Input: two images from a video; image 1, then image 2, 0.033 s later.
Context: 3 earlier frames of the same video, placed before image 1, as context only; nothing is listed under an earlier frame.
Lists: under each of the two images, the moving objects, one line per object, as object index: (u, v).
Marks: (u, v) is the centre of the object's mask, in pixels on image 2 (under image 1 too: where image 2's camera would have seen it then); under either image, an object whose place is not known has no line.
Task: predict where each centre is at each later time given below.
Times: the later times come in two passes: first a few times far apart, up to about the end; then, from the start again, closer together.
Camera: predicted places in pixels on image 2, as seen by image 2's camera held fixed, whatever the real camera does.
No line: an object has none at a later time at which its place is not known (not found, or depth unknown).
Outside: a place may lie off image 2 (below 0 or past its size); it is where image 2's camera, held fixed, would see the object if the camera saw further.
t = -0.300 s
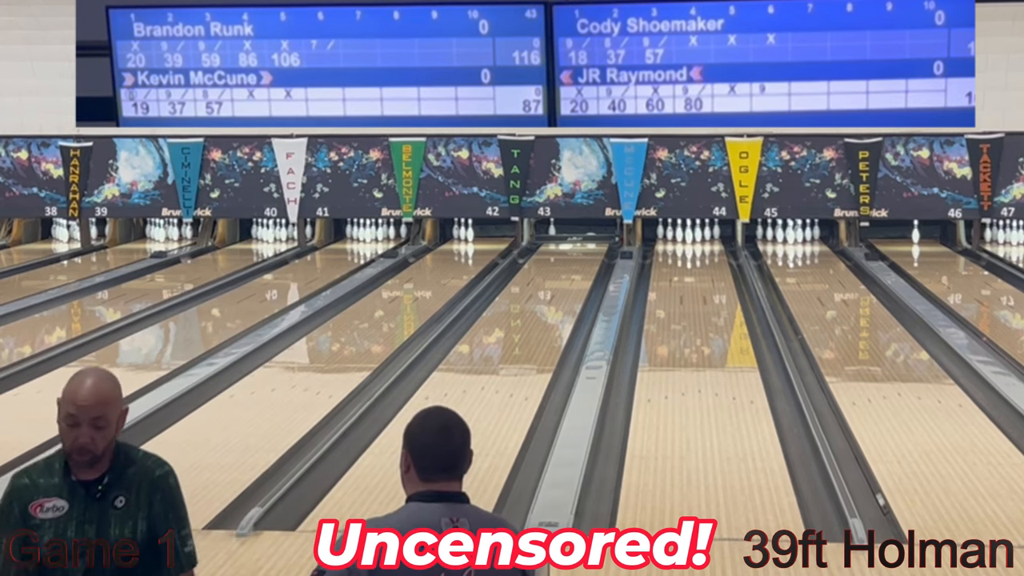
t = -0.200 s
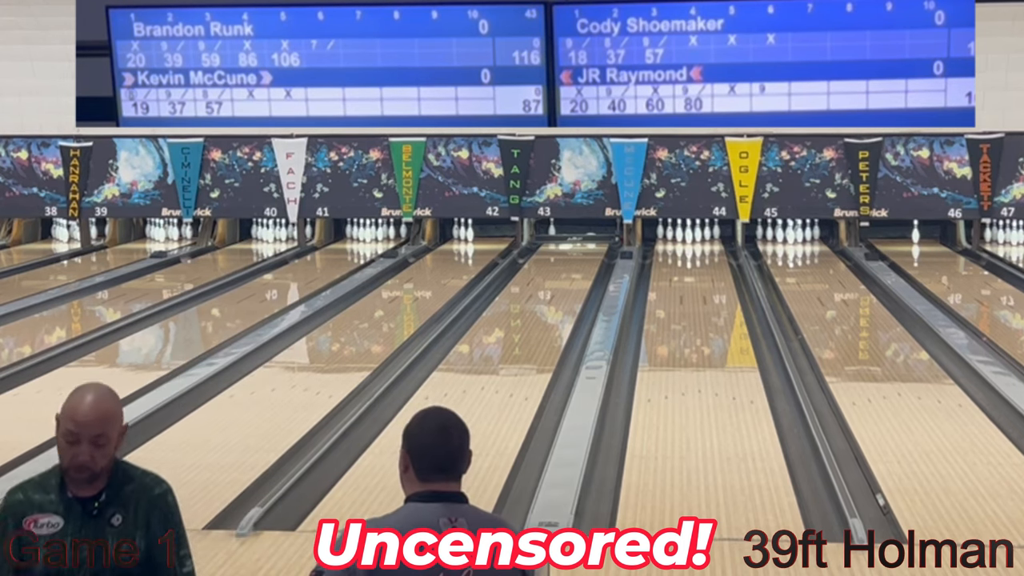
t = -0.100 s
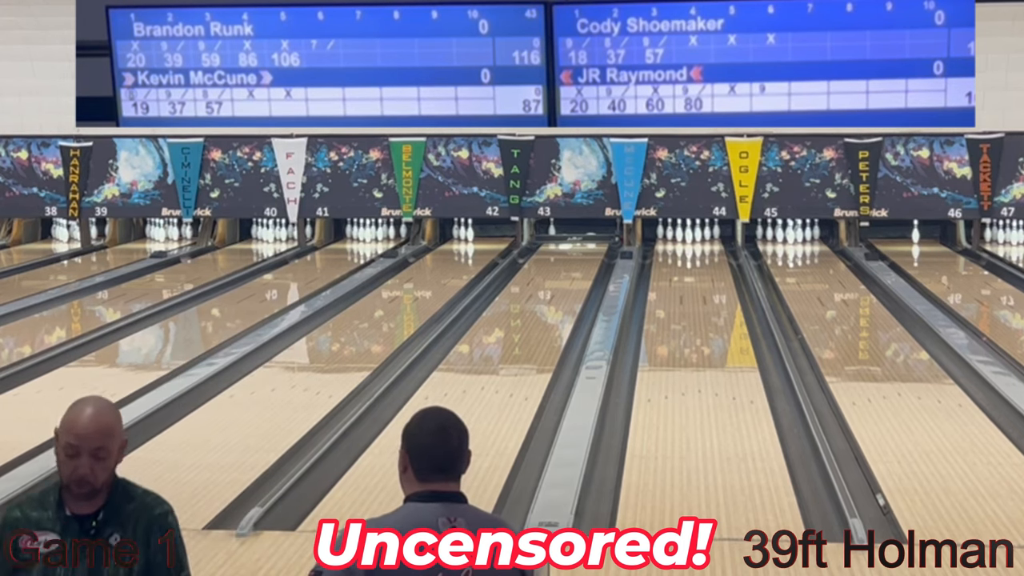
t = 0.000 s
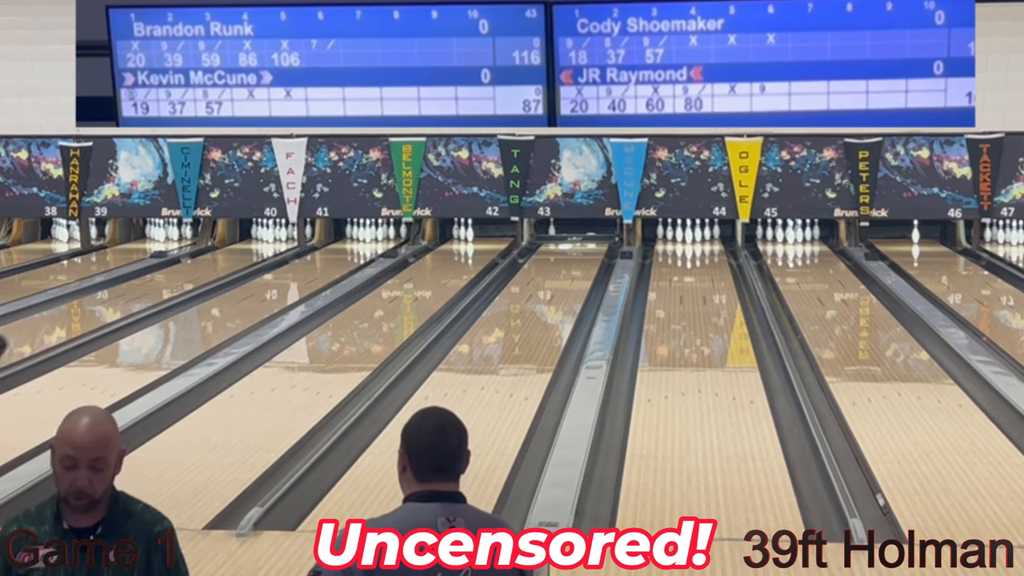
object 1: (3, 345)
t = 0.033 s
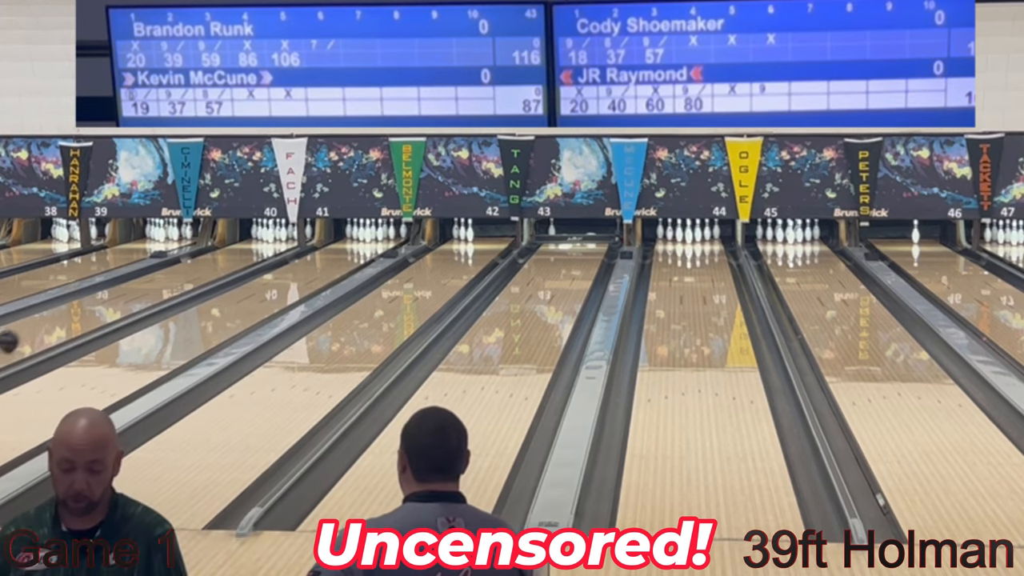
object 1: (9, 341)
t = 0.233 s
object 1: (69, 319)
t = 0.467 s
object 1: (129, 298)
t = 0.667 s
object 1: (170, 284)
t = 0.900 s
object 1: (210, 269)
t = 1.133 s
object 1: (239, 257)
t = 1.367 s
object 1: (257, 247)
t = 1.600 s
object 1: (270, 238)
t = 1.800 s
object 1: (275, 234)
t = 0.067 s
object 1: (19, 337)
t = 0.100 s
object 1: (29, 333)
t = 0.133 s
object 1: (40, 329)
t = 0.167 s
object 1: (50, 326)
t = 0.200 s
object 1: (60, 322)
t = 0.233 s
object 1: (69, 319)
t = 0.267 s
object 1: (79, 316)
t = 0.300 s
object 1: (87, 313)
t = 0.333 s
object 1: (96, 310)
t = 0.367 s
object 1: (105, 307)
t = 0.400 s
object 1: (113, 304)
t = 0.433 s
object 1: (121, 301)
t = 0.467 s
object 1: (129, 298)
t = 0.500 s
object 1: (137, 296)
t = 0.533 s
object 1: (144, 294)
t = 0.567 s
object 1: (151, 291)
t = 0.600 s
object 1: (158, 289)
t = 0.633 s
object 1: (164, 286)
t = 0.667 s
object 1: (170, 284)
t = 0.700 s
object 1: (177, 282)
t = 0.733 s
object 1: (183, 279)
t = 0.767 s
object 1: (189, 277)
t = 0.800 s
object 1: (194, 275)
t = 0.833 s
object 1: (200, 273)
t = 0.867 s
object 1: (205, 271)
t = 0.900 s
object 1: (210, 269)
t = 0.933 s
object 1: (215, 267)
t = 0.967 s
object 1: (219, 265)
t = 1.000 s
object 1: (224, 263)
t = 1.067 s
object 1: (231, 260)
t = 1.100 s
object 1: (235, 259)
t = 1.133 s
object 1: (239, 257)
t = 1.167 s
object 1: (242, 255)
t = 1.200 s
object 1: (245, 254)
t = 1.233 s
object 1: (248, 252)
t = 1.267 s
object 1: (250, 251)
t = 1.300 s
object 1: (253, 249)
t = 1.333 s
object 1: (255, 248)
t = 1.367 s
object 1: (257, 247)
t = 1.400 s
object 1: (259, 245)
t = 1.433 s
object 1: (261, 244)
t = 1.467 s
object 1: (263, 243)
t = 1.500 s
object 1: (264, 242)
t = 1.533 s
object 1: (267, 241)
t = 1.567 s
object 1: (268, 239)
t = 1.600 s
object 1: (270, 238)
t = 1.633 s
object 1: (271, 237)
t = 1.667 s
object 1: (273, 236)
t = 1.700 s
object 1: (276, 236)
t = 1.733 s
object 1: (276, 235)
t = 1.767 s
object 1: (275, 234)
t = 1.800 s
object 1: (275, 234)
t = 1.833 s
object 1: (276, 232)
